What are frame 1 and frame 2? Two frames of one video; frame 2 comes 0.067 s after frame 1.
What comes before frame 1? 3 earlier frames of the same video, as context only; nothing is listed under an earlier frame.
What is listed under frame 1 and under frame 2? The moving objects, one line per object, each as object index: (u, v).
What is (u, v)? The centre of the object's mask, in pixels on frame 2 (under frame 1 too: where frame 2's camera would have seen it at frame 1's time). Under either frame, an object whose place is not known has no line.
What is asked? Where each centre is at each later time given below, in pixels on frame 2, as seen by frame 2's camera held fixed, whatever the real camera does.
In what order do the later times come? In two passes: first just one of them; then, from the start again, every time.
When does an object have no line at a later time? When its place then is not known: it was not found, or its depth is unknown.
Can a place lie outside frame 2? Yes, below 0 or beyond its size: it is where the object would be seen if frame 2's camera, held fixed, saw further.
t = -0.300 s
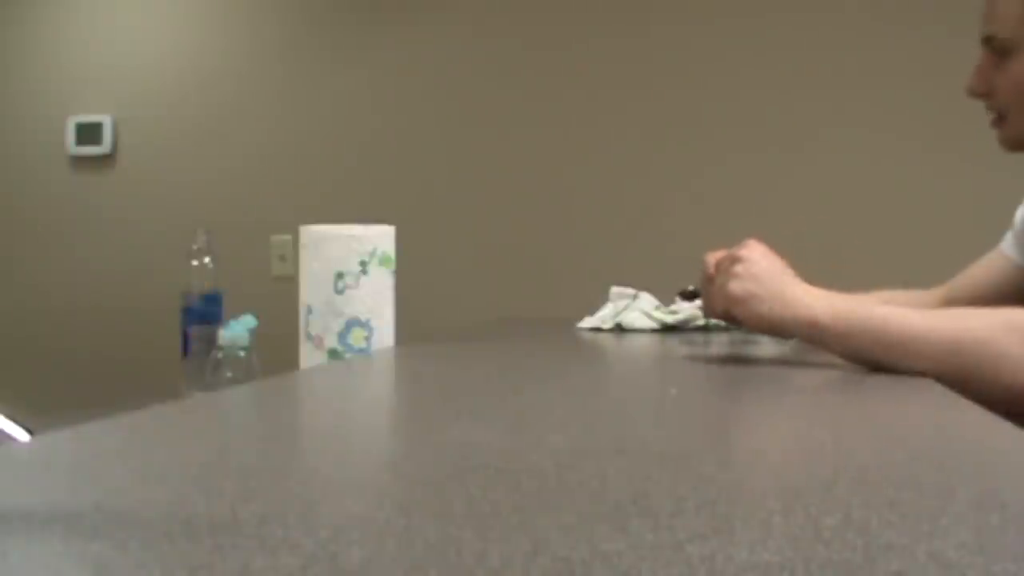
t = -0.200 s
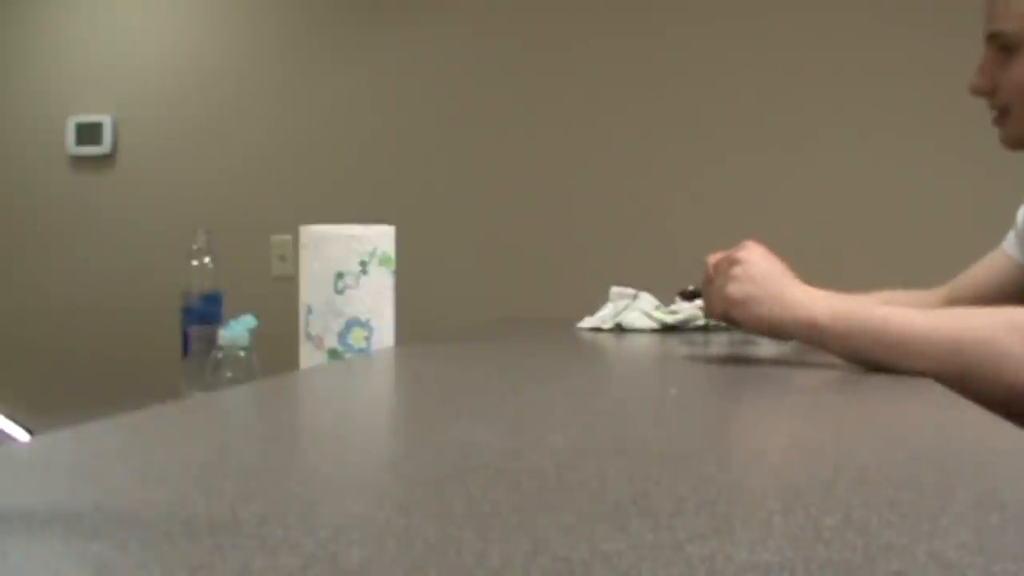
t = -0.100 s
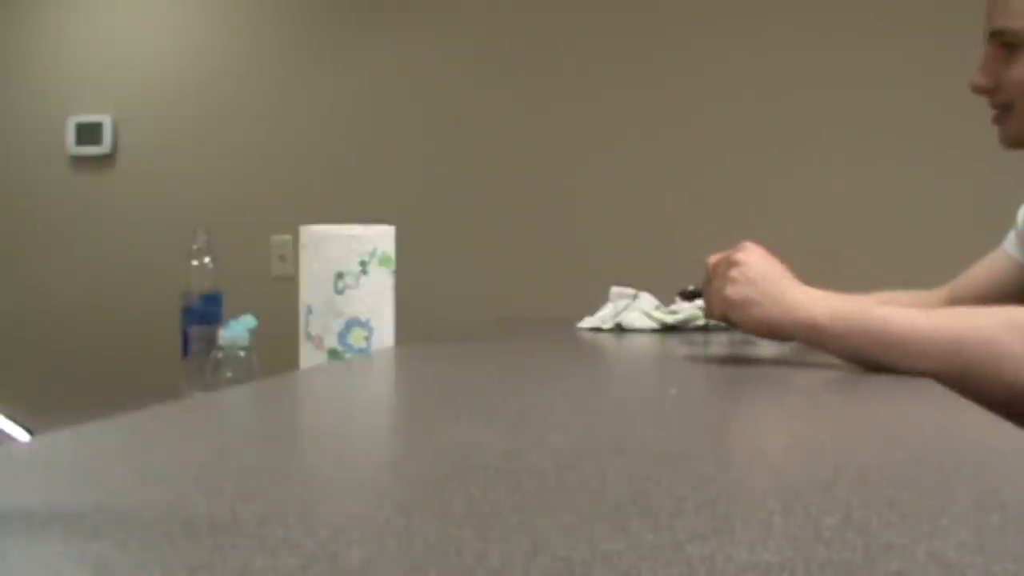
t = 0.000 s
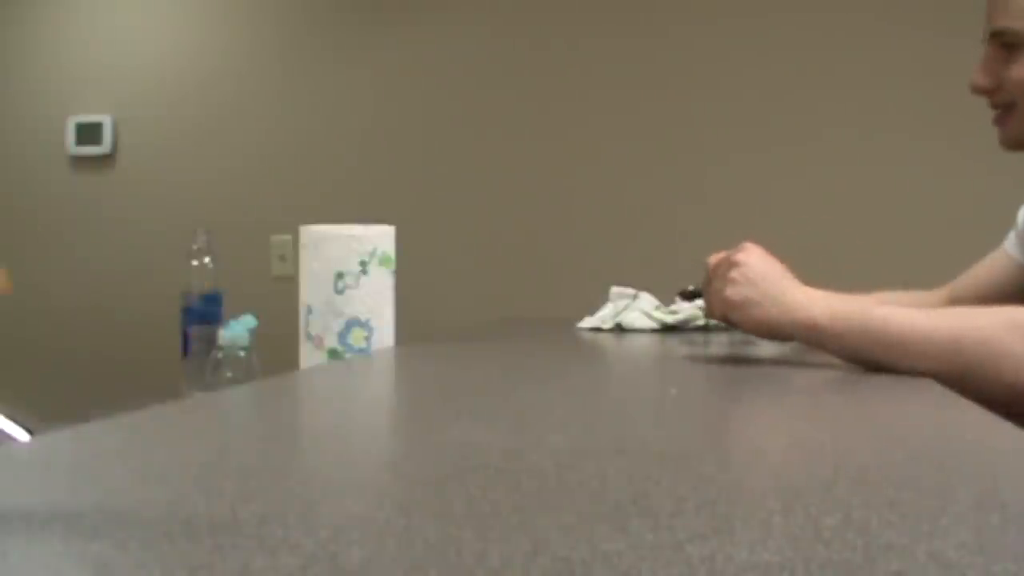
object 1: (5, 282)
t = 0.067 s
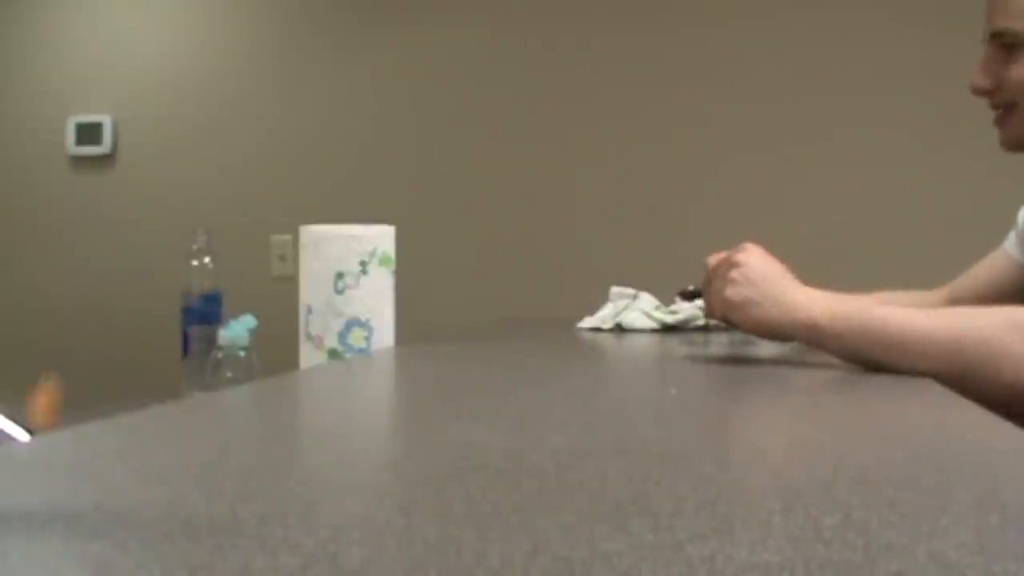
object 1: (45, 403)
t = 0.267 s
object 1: (154, 57)
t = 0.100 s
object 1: (63, 334)
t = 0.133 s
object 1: (81, 259)
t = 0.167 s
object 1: (99, 197)
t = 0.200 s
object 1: (117, 144)
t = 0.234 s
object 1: (136, 93)
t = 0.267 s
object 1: (154, 57)
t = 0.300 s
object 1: (173, 24)
